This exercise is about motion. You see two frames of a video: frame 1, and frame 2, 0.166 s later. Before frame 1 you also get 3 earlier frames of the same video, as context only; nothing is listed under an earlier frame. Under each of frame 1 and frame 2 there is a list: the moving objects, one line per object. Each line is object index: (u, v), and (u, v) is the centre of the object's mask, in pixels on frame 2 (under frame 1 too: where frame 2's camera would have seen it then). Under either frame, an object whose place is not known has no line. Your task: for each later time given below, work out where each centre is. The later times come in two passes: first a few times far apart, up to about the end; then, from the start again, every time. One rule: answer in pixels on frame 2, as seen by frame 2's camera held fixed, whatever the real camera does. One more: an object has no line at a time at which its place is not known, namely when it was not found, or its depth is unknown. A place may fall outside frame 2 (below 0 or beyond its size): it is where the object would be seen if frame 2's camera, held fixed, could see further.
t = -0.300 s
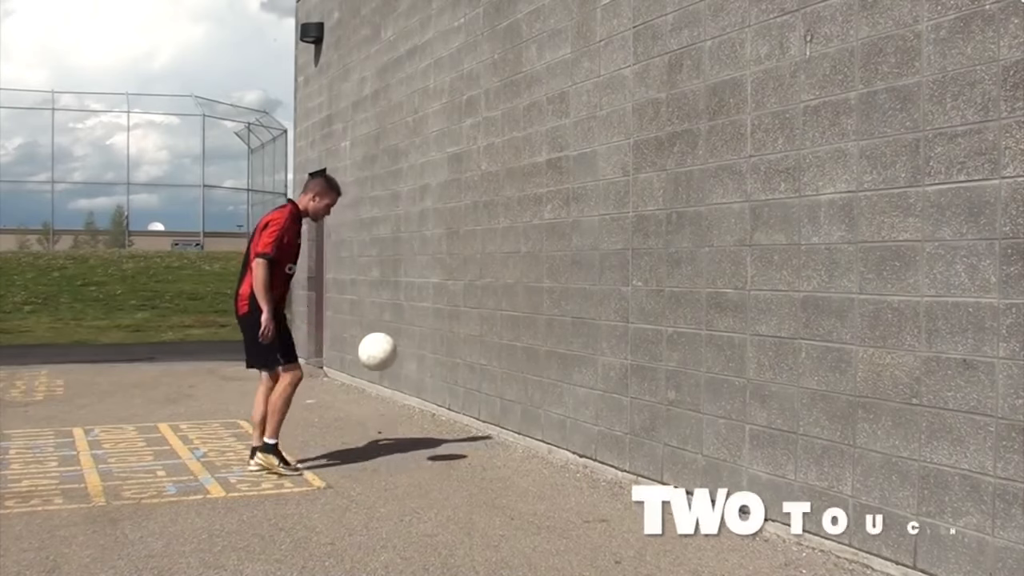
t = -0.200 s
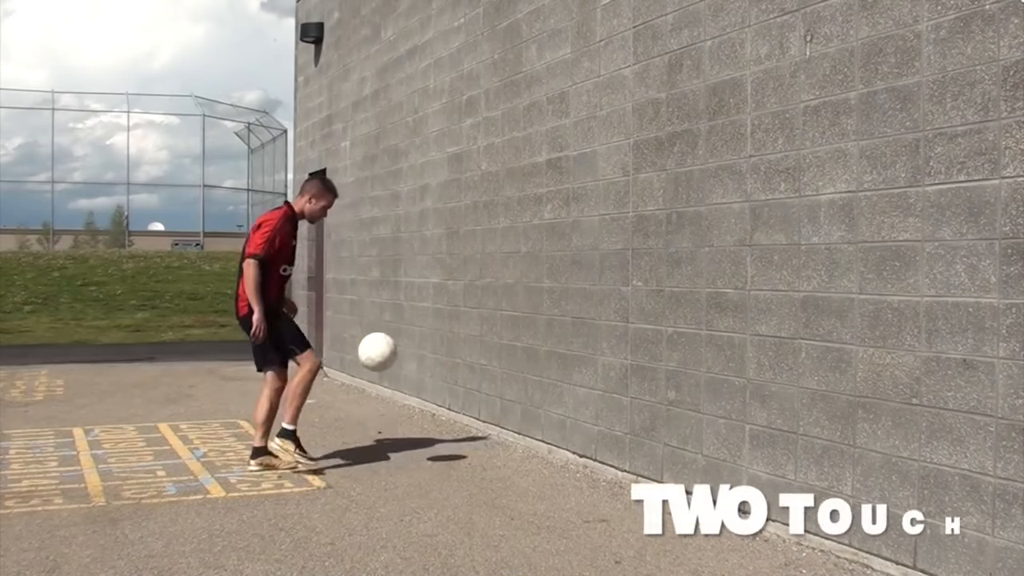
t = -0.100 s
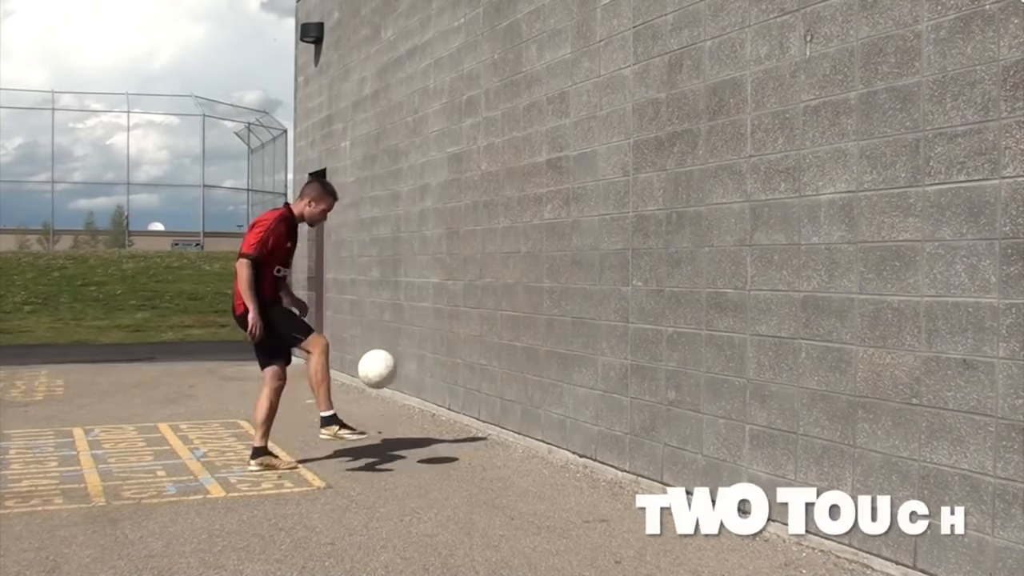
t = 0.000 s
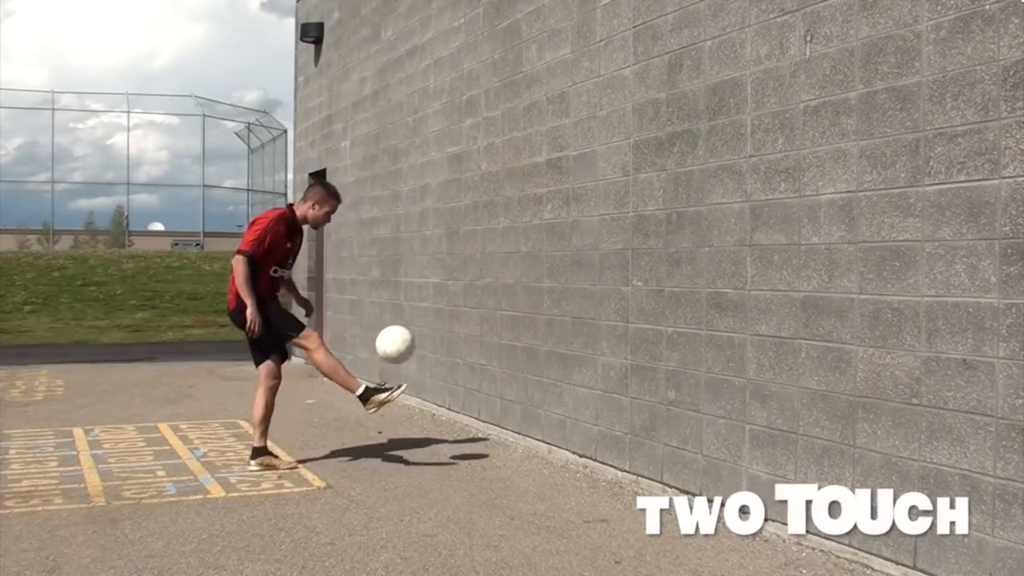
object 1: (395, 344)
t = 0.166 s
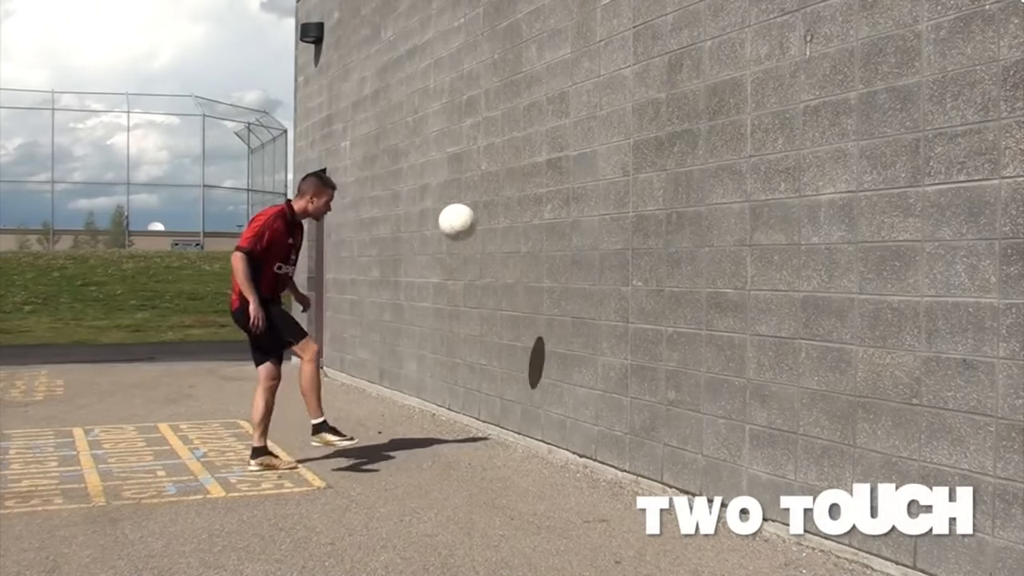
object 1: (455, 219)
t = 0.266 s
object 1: (490, 170)
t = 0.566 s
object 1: (512, 134)
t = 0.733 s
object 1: (462, 182)
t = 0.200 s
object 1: (467, 201)
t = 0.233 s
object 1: (479, 184)
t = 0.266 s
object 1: (490, 170)
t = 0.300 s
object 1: (501, 157)
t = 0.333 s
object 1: (514, 149)
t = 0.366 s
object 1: (525, 141)
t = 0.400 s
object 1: (536, 134)
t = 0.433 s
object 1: (547, 129)
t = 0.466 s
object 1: (542, 127)
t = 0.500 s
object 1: (532, 128)
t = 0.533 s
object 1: (522, 130)
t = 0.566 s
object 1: (512, 134)
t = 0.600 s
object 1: (502, 140)
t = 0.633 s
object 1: (492, 148)
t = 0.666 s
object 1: (482, 157)
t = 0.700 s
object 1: (472, 168)
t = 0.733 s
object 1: (462, 182)
